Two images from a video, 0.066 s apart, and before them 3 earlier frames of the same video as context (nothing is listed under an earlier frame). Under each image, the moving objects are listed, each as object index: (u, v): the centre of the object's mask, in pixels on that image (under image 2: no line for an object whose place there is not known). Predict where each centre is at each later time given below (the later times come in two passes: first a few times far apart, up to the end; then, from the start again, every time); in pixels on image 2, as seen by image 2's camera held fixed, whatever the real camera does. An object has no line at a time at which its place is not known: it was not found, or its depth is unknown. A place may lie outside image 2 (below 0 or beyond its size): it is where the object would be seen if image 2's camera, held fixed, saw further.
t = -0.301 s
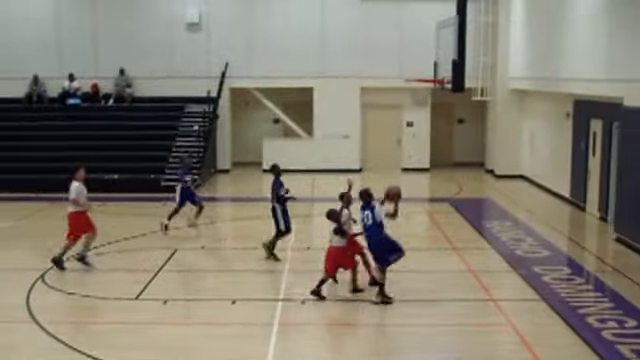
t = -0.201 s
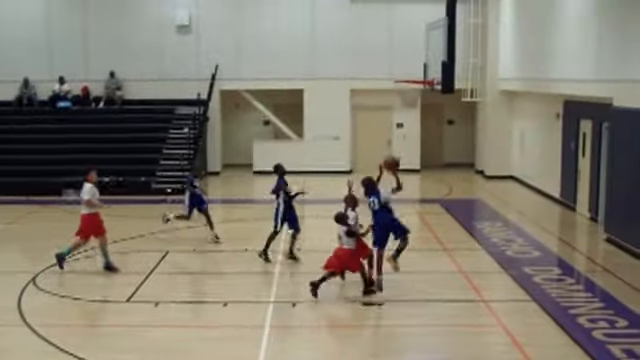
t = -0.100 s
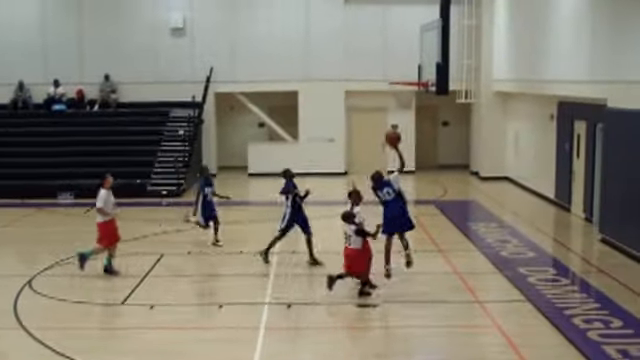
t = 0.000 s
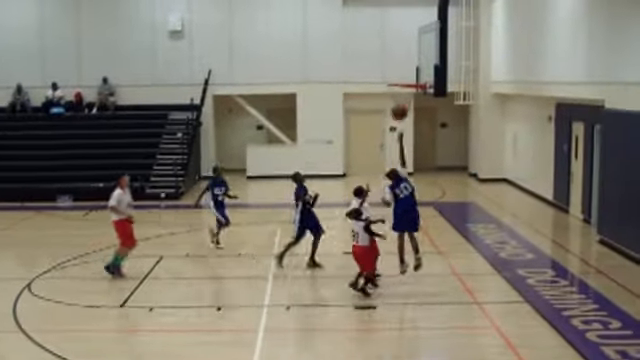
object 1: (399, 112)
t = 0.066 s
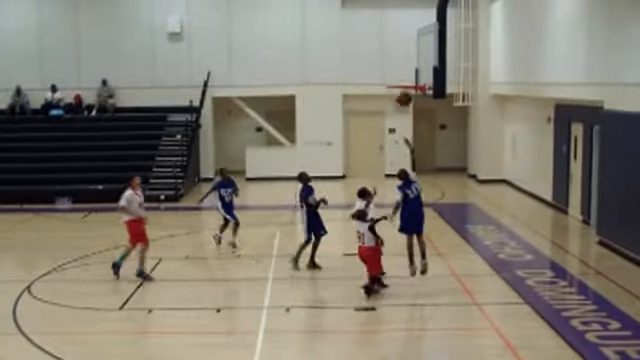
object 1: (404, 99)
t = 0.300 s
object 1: (420, 69)
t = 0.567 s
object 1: (399, 75)
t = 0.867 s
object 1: (393, 82)
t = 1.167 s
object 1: (399, 103)
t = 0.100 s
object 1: (407, 92)
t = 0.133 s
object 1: (409, 86)
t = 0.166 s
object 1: (411, 81)
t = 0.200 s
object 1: (415, 76)
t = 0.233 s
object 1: (417, 74)
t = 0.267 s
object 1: (420, 70)
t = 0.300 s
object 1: (420, 69)
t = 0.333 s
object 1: (418, 70)
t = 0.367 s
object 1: (414, 70)
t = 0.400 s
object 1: (411, 72)
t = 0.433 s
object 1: (408, 74)
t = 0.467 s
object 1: (404, 76)
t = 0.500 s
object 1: (402, 77)
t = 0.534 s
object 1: (401, 76)
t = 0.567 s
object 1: (399, 75)
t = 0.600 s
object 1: (397, 75)
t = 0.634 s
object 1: (395, 75)
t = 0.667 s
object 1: (394, 76)
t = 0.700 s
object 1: (393, 78)
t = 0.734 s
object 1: (391, 80)
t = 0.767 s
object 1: (391, 80)
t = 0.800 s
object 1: (392, 81)
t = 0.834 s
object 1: (392, 82)
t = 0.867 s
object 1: (393, 82)
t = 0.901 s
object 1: (393, 84)
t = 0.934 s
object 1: (394, 87)
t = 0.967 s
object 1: (395, 90)
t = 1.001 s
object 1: (396, 94)
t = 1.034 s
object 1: (396, 97)
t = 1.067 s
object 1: (397, 99)
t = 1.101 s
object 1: (398, 100)
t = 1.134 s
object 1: (399, 102)
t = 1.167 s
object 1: (399, 103)
